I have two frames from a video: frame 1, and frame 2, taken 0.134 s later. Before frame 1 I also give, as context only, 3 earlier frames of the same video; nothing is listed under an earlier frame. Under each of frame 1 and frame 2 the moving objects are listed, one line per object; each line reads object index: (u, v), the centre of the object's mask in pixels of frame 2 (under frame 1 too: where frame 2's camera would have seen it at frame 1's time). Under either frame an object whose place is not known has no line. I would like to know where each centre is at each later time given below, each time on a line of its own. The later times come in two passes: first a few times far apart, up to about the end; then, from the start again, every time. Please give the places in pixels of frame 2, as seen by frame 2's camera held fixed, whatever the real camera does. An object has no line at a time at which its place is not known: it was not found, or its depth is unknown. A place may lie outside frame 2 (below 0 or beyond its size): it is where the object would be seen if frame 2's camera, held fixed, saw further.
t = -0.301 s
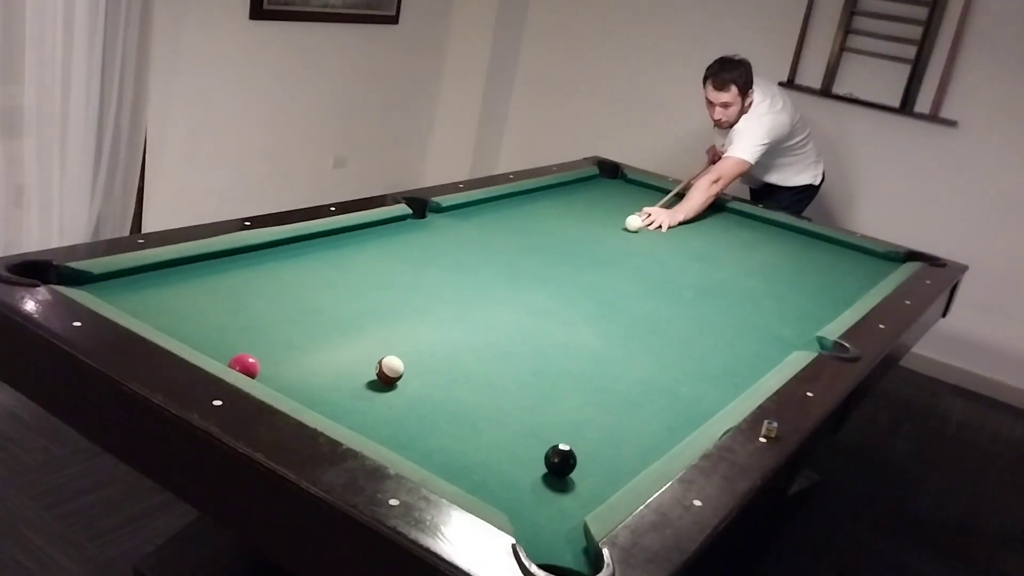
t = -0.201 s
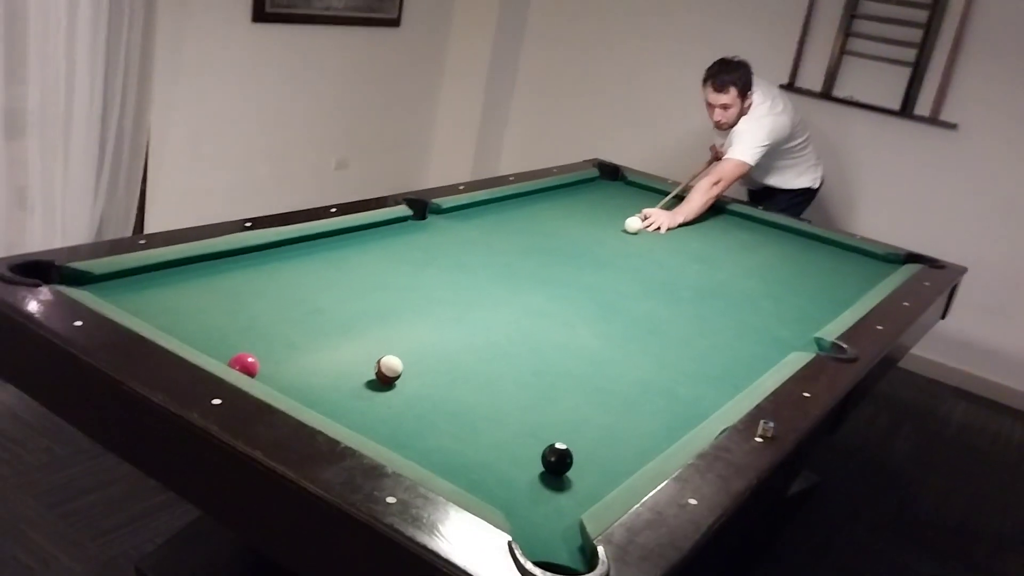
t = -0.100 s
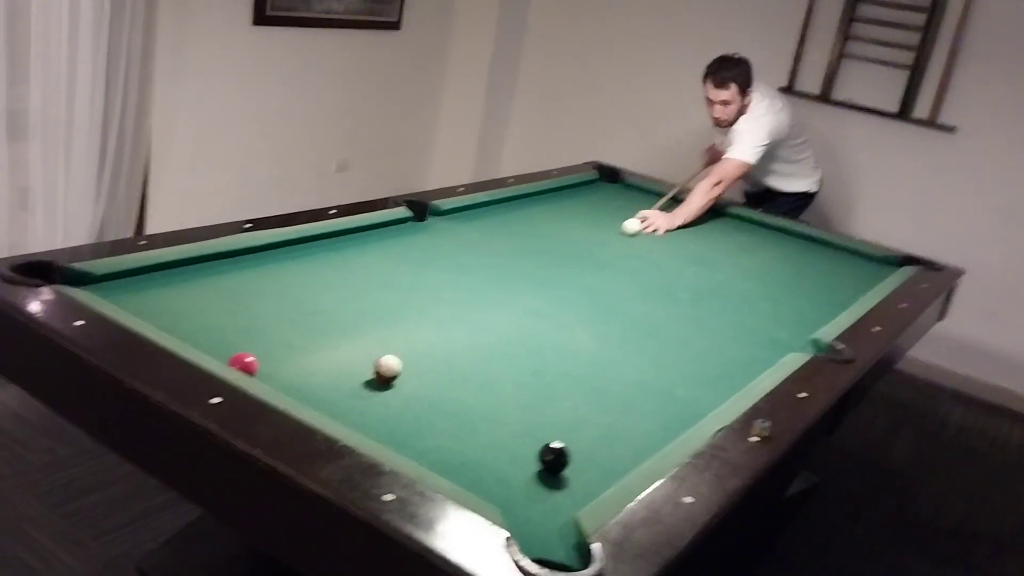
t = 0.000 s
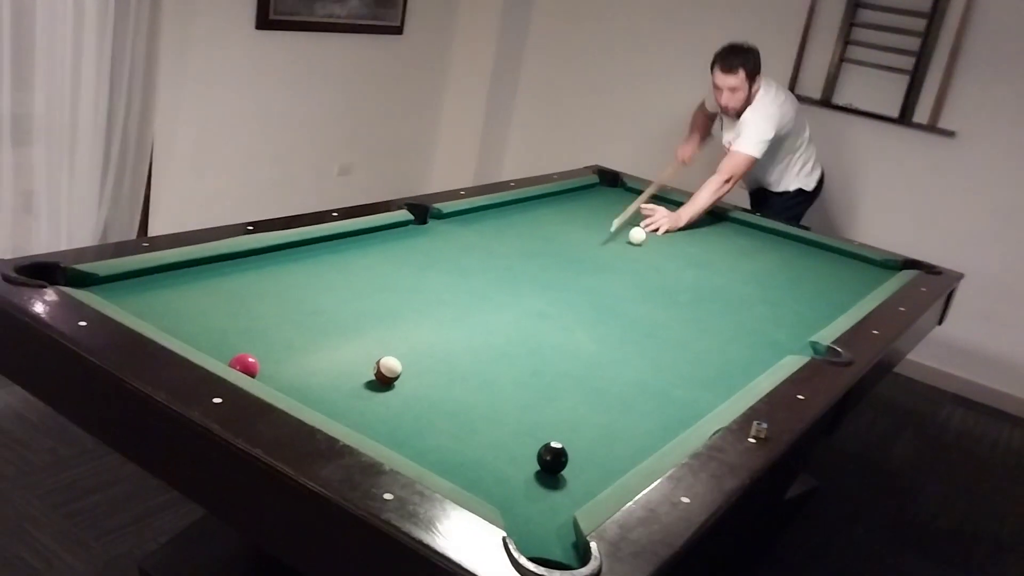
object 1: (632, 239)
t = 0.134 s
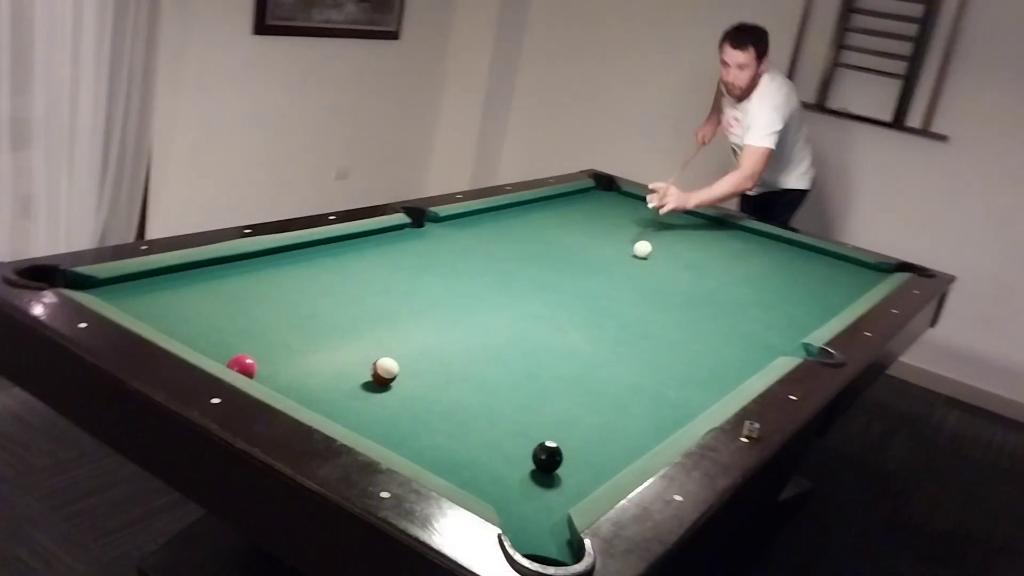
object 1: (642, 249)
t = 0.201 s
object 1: (647, 253)
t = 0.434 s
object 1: (667, 271)
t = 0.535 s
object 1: (673, 277)
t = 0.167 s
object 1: (645, 252)
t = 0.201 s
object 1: (647, 253)
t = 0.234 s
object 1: (649, 255)
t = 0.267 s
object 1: (654, 260)
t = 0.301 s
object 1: (657, 262)
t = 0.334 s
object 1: (659, 265)
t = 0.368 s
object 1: (662, 267)
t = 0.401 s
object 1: (664, 269)
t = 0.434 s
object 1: (667, 271)
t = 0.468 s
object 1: (669, 273)
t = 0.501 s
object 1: (671, 275)
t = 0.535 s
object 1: (673, 277)
